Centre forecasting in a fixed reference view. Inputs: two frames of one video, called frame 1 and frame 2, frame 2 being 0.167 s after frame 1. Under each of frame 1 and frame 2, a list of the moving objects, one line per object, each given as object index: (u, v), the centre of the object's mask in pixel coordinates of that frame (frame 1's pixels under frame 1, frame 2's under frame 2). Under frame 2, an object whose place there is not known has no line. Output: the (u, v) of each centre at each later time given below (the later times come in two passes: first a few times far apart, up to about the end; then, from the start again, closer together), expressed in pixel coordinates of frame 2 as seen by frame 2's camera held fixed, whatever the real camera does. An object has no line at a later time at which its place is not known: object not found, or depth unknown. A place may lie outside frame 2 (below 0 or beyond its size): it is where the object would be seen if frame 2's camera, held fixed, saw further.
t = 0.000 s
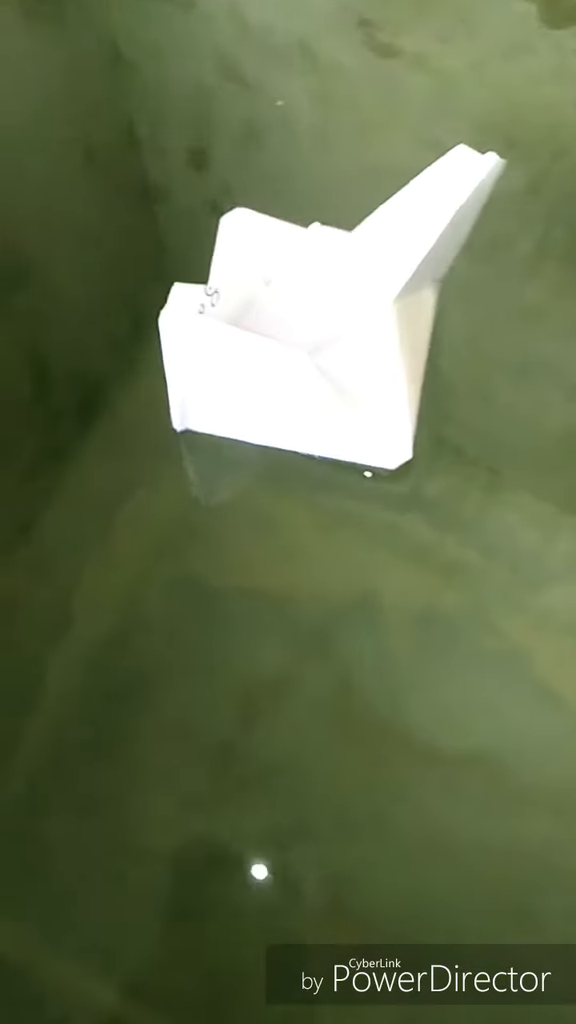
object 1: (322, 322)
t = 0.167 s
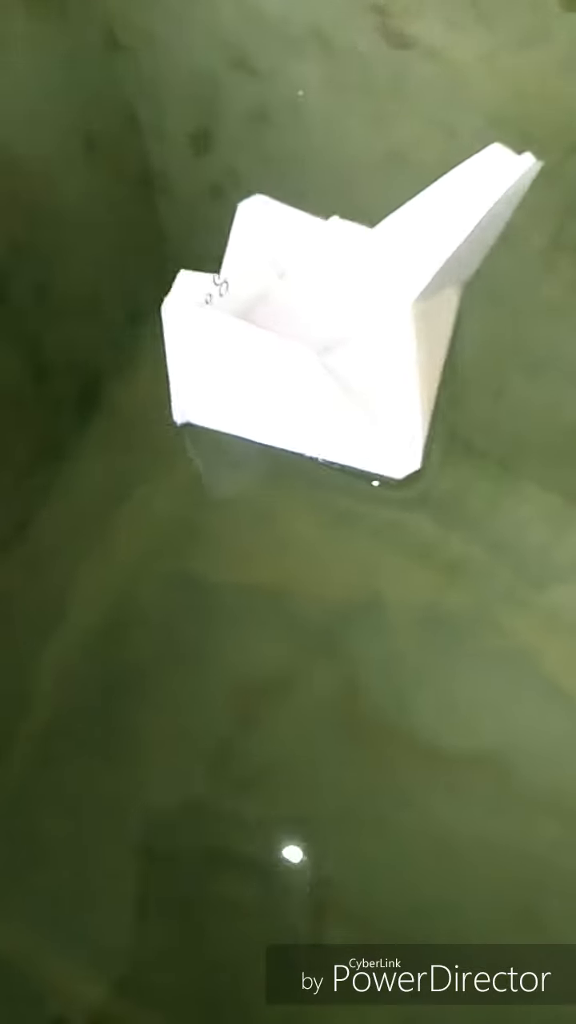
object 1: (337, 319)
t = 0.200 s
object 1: (337, 321)
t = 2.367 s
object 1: (335, 279)
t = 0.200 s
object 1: (337, 321)
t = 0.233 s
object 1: (337, 321)
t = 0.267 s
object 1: (337, 320)
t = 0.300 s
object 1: (336, 318)
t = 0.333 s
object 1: (332, 316)
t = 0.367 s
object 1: (330, 314)
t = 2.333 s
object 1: (336, 279)
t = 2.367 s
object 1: (335, 279)
